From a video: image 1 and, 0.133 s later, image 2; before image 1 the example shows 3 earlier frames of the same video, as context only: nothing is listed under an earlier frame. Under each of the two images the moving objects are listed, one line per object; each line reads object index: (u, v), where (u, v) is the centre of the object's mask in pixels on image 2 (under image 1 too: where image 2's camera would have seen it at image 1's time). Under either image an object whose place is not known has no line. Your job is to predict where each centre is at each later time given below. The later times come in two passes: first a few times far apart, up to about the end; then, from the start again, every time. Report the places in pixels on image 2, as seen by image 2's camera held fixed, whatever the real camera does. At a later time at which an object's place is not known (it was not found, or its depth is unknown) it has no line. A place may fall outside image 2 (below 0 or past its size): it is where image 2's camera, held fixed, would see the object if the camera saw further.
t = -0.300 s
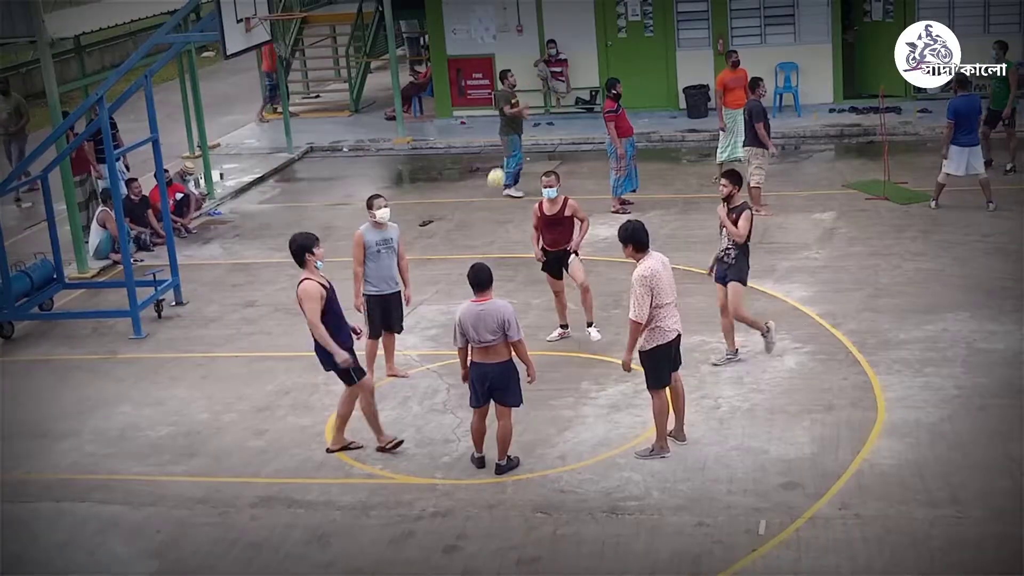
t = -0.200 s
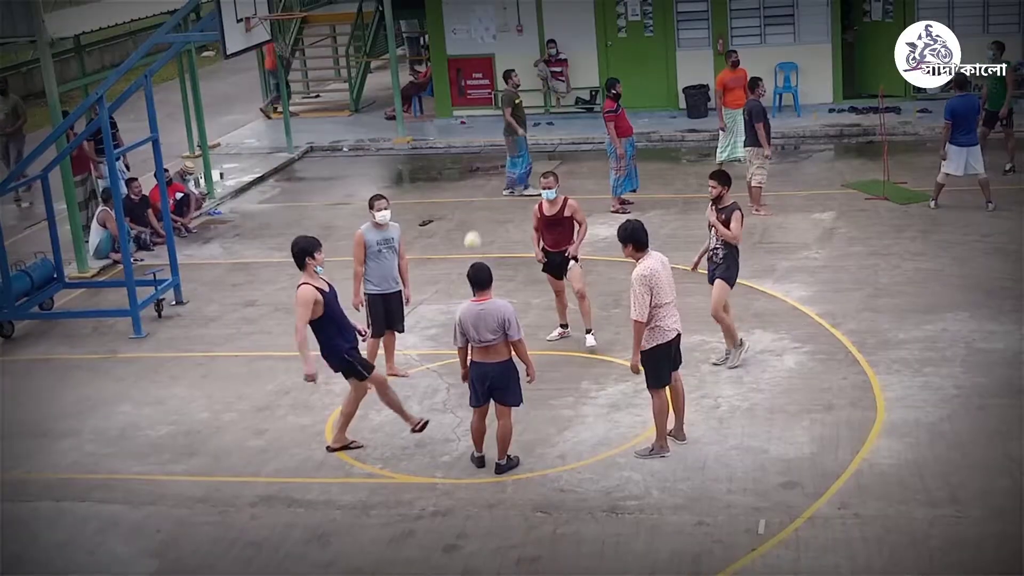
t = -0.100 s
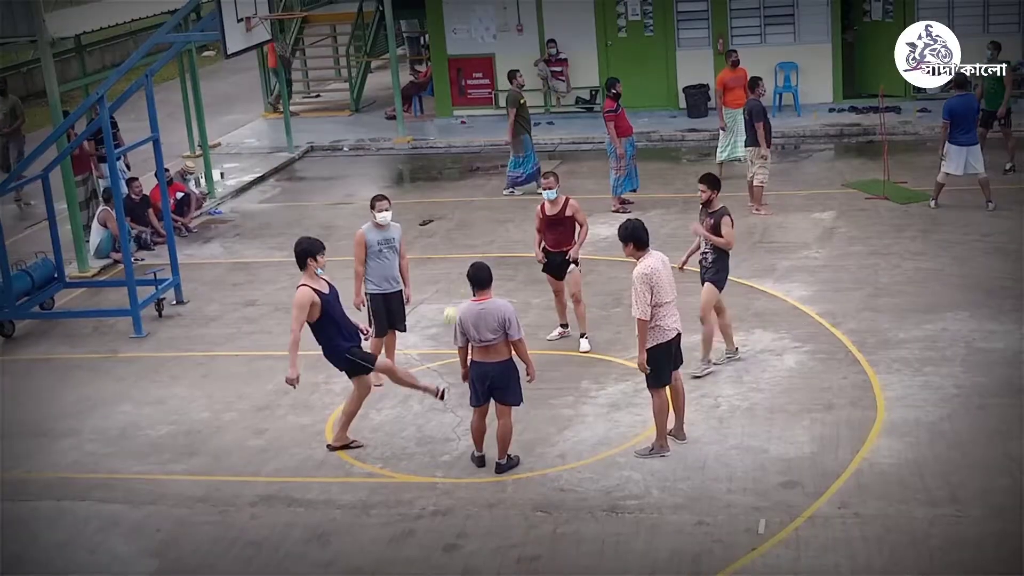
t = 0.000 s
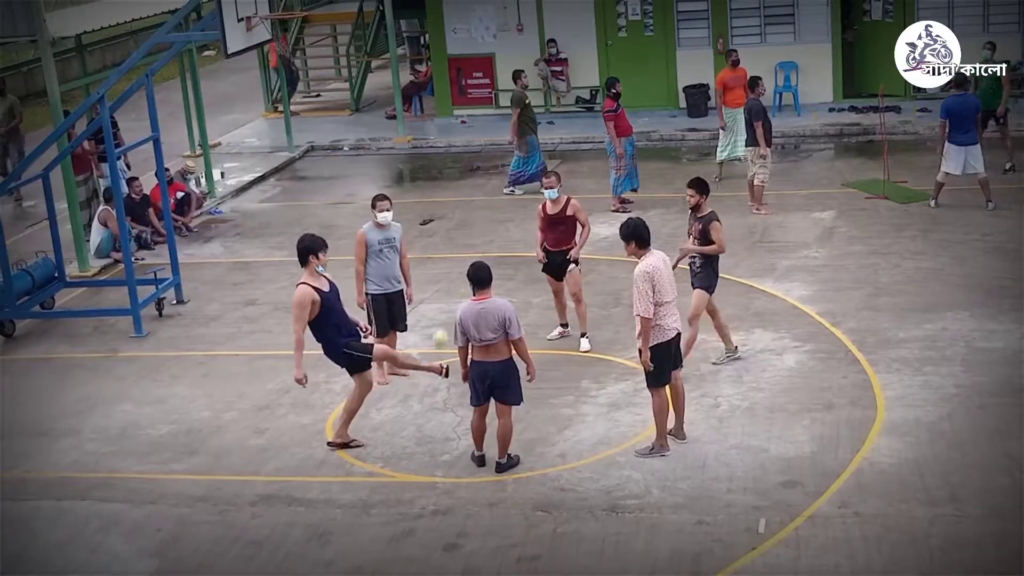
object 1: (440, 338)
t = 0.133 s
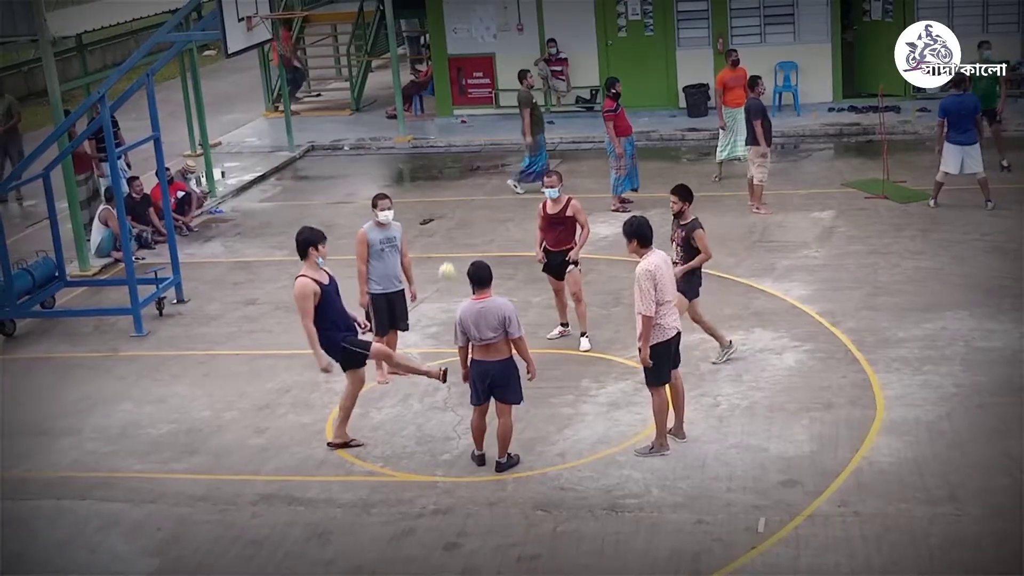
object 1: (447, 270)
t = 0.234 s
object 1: (452, 238)
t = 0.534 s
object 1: (474, 211)
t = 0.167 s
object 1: (449, 258)
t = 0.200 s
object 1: (450, 248)
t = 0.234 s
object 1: (452, 238)
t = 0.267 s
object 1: (454, 229)
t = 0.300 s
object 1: (456, 222)
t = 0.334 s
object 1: (459, 216)
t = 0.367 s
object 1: (461, 213)
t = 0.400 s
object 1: (463, 210)
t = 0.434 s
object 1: (466, 208)
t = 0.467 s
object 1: (469, 208)
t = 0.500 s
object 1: (472, 209)
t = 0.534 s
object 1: (474, 211)
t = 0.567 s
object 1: (477, 214)
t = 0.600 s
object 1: (480, 219)
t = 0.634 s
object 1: (484, 226)
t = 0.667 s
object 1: (486, 233)
